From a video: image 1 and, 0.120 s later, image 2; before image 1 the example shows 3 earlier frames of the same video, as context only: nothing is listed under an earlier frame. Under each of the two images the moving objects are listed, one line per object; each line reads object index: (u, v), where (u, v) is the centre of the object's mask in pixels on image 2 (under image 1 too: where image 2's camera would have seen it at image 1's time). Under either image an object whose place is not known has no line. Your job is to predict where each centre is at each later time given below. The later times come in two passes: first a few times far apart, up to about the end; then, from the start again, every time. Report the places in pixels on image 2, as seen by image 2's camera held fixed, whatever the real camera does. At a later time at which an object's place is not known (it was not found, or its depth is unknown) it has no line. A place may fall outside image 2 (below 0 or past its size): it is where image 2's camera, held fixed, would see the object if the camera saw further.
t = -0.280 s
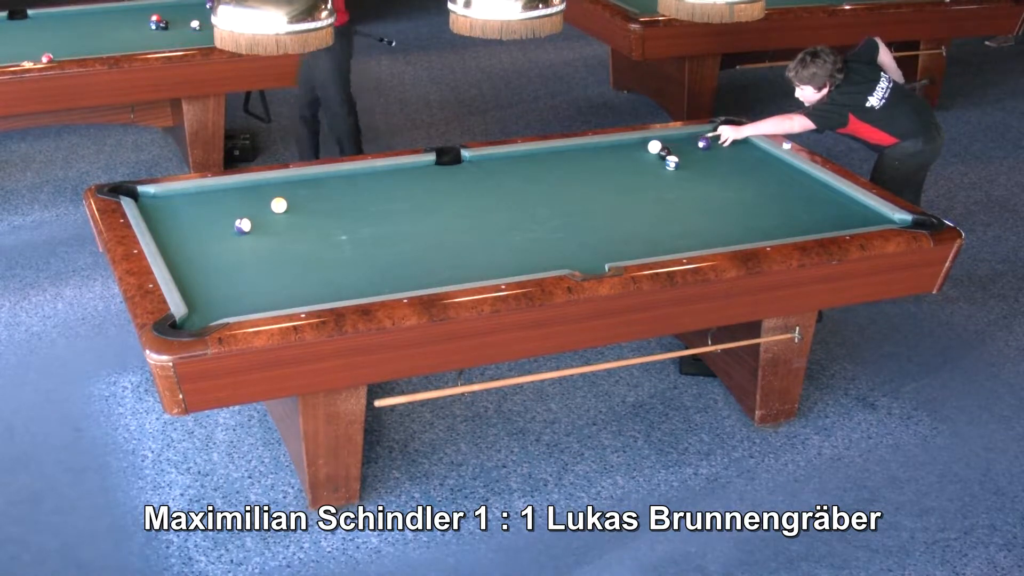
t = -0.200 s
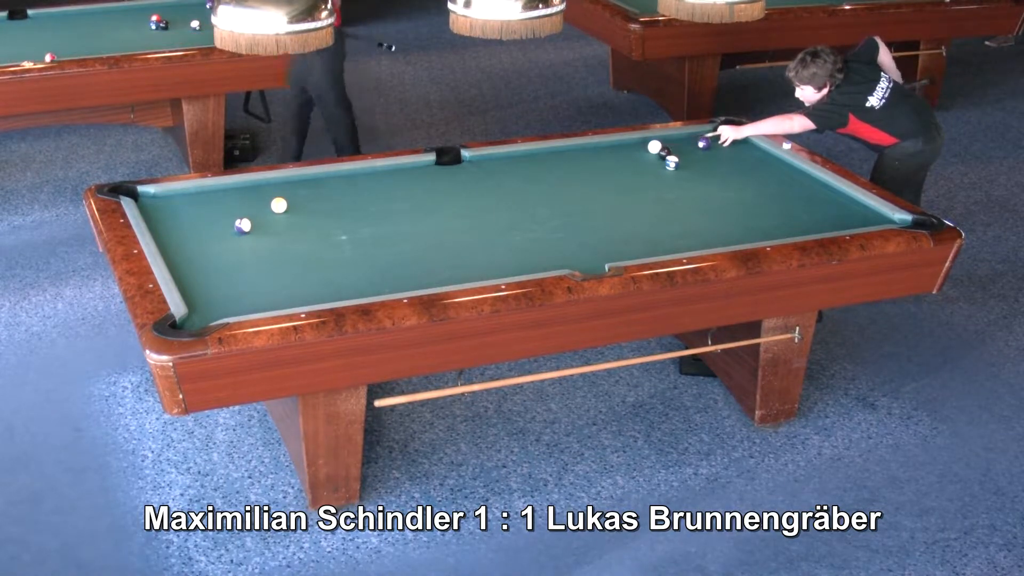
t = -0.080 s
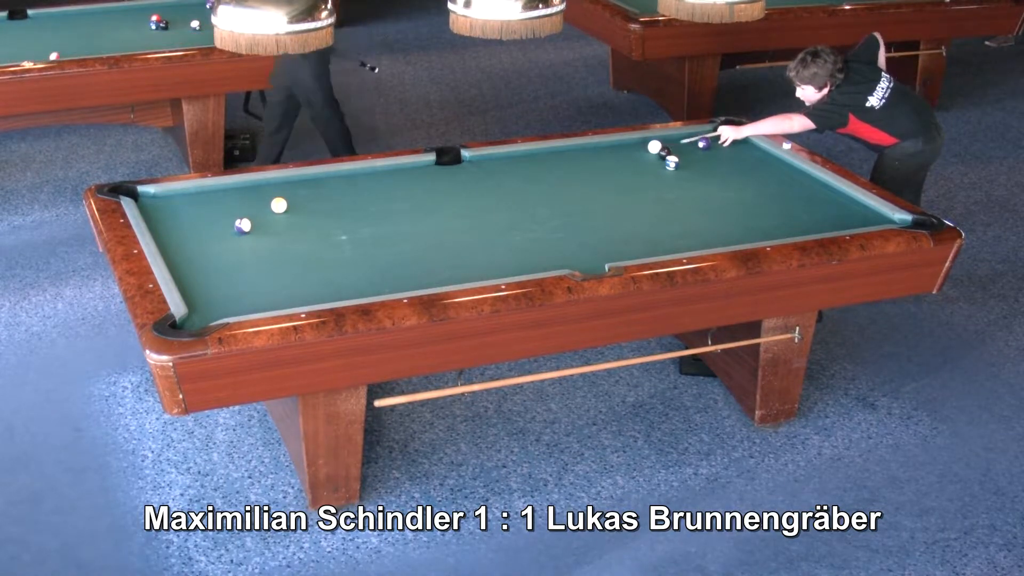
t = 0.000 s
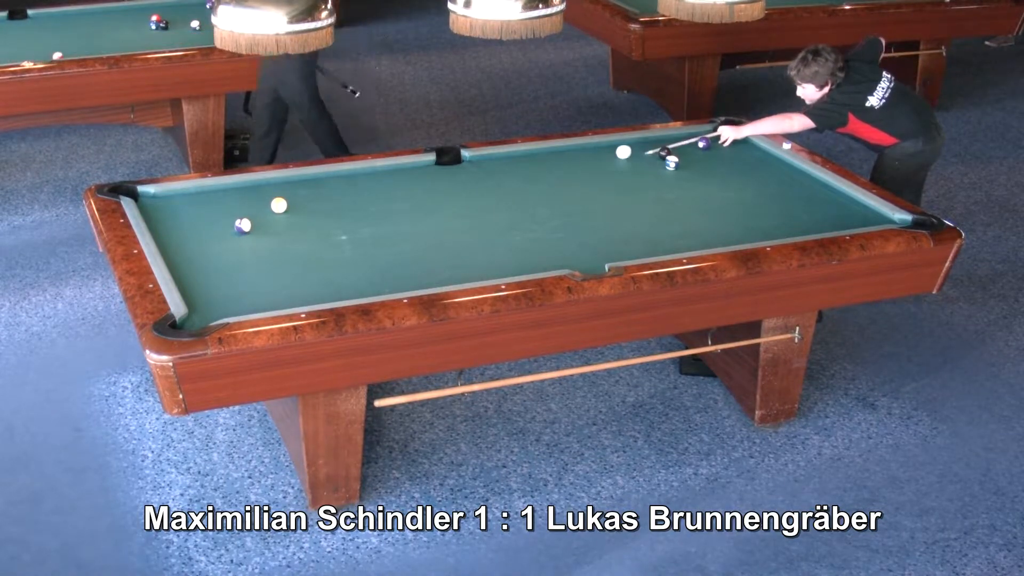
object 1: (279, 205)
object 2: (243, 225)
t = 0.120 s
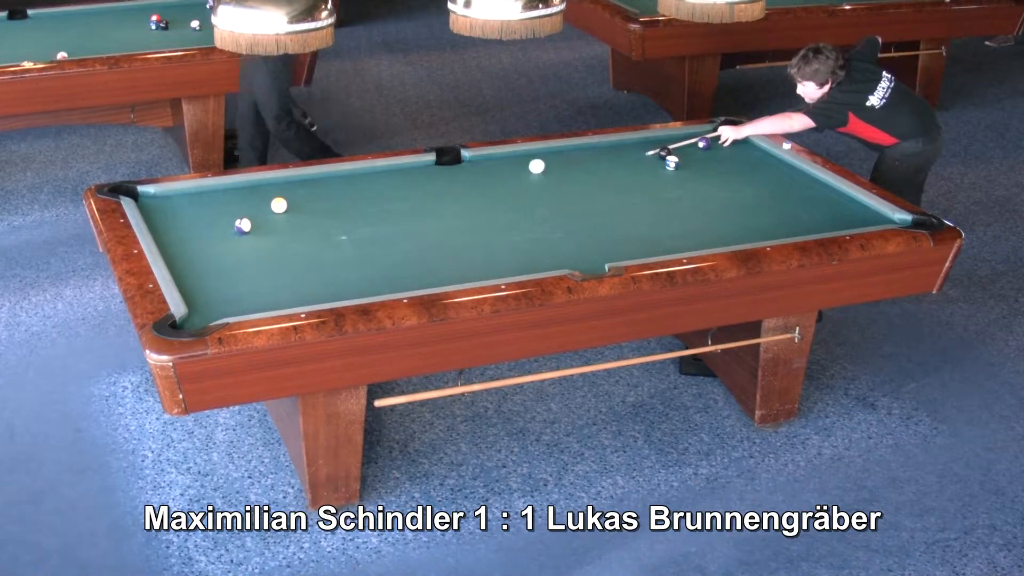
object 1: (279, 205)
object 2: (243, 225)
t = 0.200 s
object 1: (279, 205)
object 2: (243, 225)
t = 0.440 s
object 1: (279, 205)
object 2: (242, 226)
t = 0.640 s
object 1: (236, 200)
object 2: (240, 226)
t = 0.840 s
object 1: (192, 195)
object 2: (209, 227)
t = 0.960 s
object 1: (170, 193)
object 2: (192, 228)
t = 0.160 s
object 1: (279, 205)
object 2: (243, 225)
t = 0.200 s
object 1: (279, 205)
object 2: (243, 225)
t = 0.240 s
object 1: (279, 205)
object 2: (243, 225)
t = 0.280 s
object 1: (279, 205)
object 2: (243, 225)
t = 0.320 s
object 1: (279, 205)
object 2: (242, 225)
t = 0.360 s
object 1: (279, 205)
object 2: (243, 225)
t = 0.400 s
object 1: (279, 205)
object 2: (243, 225)
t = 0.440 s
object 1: (279, 205)
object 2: (242, 226)
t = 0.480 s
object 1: (279, 205)
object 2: (243, 225)
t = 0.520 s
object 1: (269, 204)
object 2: (242, 225)
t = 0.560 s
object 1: (257, 202)
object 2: (242, 226)
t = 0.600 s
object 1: (246, 201)
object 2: (242, 226)
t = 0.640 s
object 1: (236, 200)
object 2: (240, 226)
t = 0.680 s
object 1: (227, 199)
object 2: (233, 226)
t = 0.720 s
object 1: (218, 198)
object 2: (226, 226)
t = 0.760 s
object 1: (209, 197)
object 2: (219, 227)
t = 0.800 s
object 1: (201, 195)
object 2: (214, 227)
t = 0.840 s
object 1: (192, 195)
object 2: (209, 227)
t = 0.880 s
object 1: (184, 194)
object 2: (203, 227)
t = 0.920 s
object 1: (175, 193)
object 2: (198, 228)
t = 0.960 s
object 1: (170, 193)
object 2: (192, 228)
